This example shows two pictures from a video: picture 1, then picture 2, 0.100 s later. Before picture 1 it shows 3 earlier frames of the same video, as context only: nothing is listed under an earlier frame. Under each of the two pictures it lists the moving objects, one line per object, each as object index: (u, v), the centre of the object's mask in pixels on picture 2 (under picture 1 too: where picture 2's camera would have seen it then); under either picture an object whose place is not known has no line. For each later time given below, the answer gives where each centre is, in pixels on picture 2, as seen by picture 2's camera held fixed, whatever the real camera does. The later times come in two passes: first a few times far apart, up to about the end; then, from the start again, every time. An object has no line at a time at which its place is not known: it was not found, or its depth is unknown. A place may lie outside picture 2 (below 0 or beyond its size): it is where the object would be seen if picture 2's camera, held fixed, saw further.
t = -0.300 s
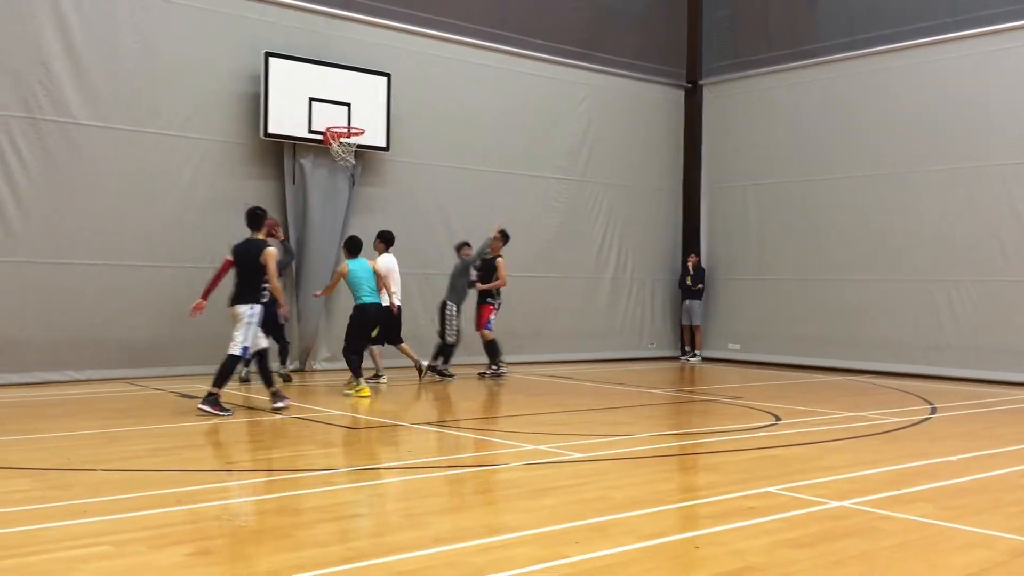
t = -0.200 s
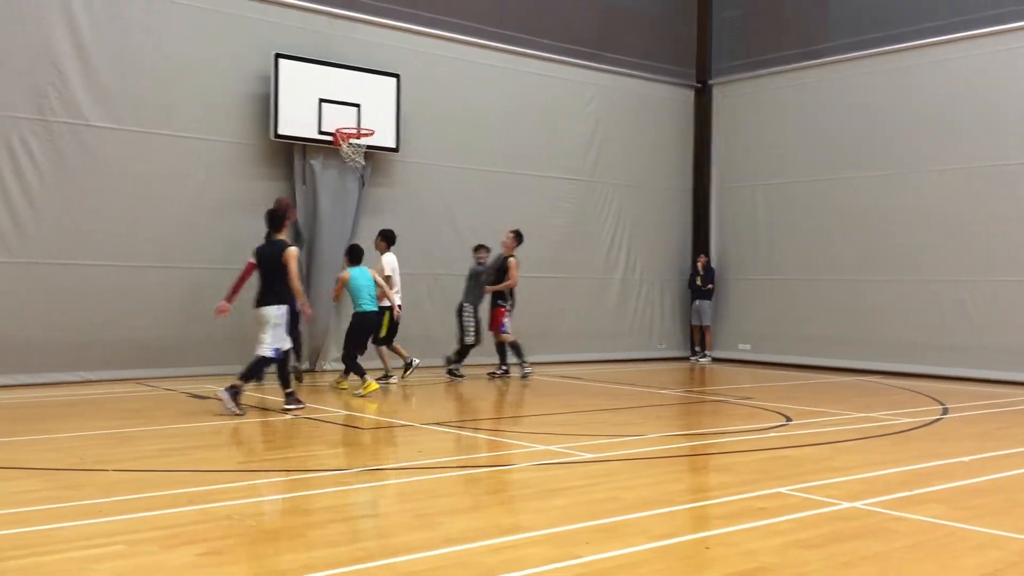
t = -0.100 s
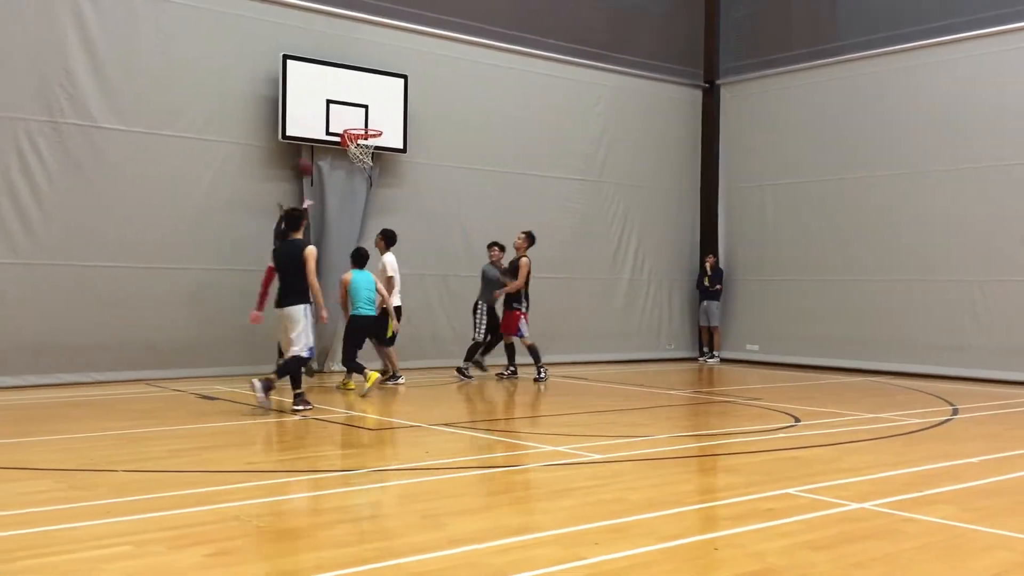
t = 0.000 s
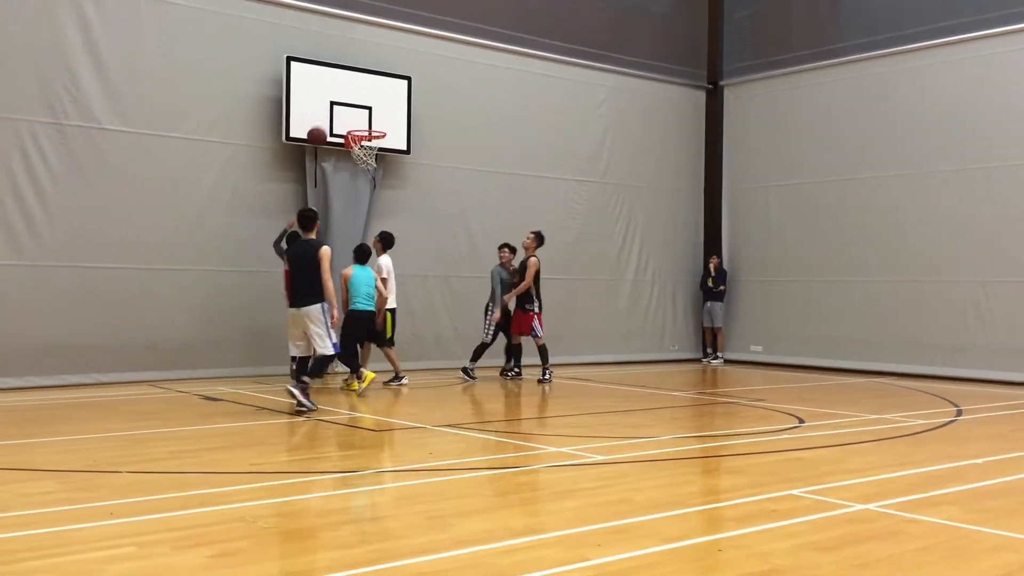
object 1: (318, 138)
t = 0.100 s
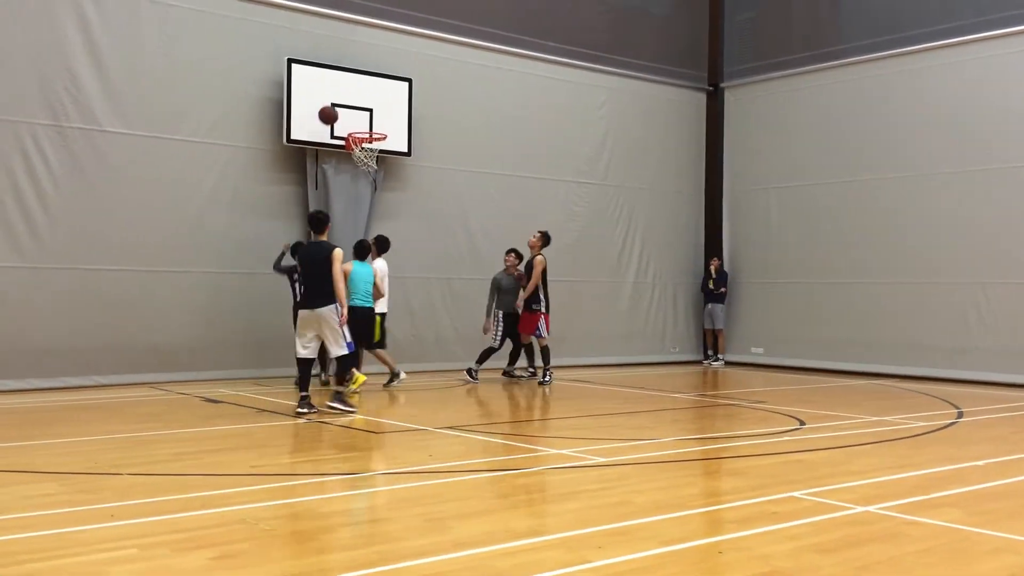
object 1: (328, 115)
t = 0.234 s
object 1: (341, 97)
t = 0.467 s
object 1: (362, 99)
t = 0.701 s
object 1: (386, 133)
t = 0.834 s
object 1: (397, 172)
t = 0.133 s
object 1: (331, 109)
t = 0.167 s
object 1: (334, 104)
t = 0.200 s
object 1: (338, 100)
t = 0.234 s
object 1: (341, 97)
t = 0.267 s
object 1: (344, 95)
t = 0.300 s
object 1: (347, 93)
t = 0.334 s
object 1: (351, 93)
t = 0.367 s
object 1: (353, 93)
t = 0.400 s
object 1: (356, 94)
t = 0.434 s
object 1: (359, 96)
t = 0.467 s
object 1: (362, 99)
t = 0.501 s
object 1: (365, 103)
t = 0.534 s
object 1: (368, 107)
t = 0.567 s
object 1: (372, 111)
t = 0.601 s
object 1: (375, 115)
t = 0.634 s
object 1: (379, 121)
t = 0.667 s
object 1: (381, 126)
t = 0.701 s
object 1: (386, 133)
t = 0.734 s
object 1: (389, 143)
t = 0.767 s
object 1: (391, 152)
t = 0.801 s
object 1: (394, 161)
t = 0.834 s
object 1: (397, 172)
